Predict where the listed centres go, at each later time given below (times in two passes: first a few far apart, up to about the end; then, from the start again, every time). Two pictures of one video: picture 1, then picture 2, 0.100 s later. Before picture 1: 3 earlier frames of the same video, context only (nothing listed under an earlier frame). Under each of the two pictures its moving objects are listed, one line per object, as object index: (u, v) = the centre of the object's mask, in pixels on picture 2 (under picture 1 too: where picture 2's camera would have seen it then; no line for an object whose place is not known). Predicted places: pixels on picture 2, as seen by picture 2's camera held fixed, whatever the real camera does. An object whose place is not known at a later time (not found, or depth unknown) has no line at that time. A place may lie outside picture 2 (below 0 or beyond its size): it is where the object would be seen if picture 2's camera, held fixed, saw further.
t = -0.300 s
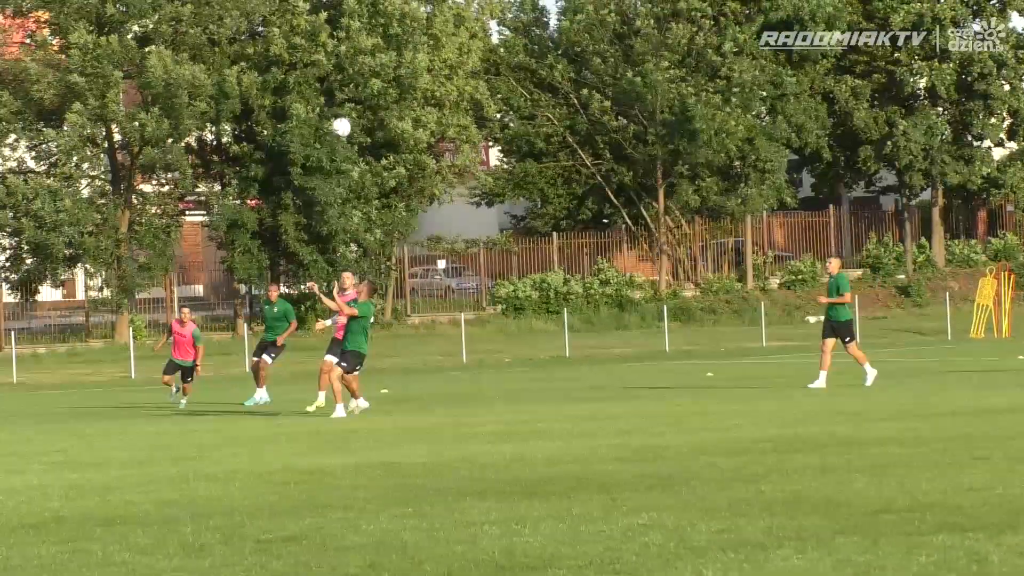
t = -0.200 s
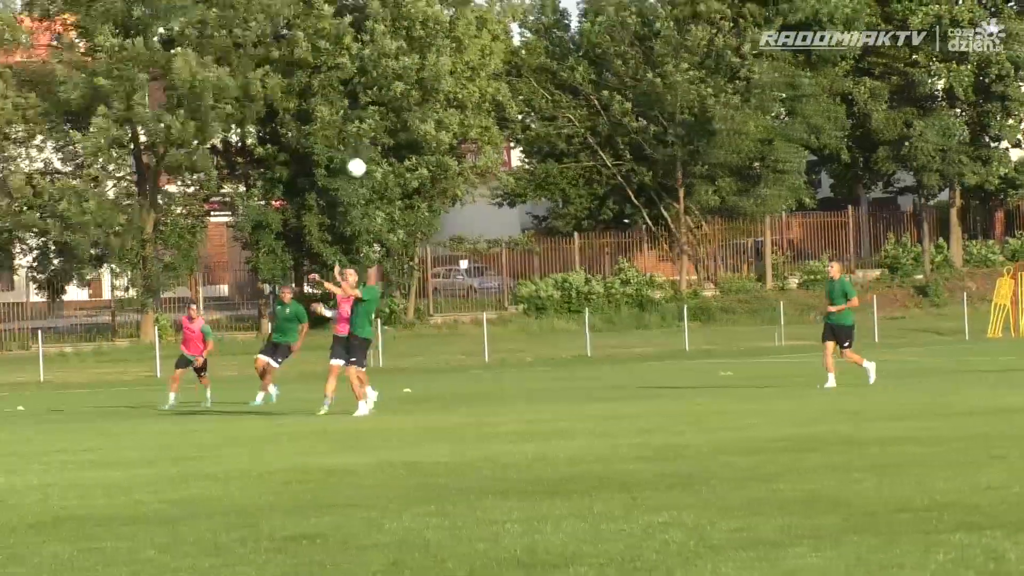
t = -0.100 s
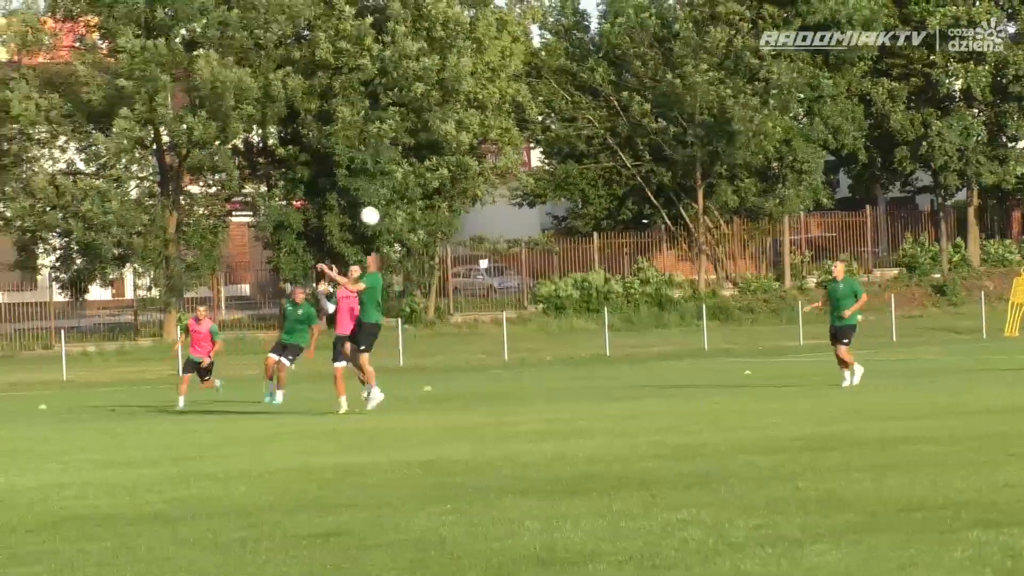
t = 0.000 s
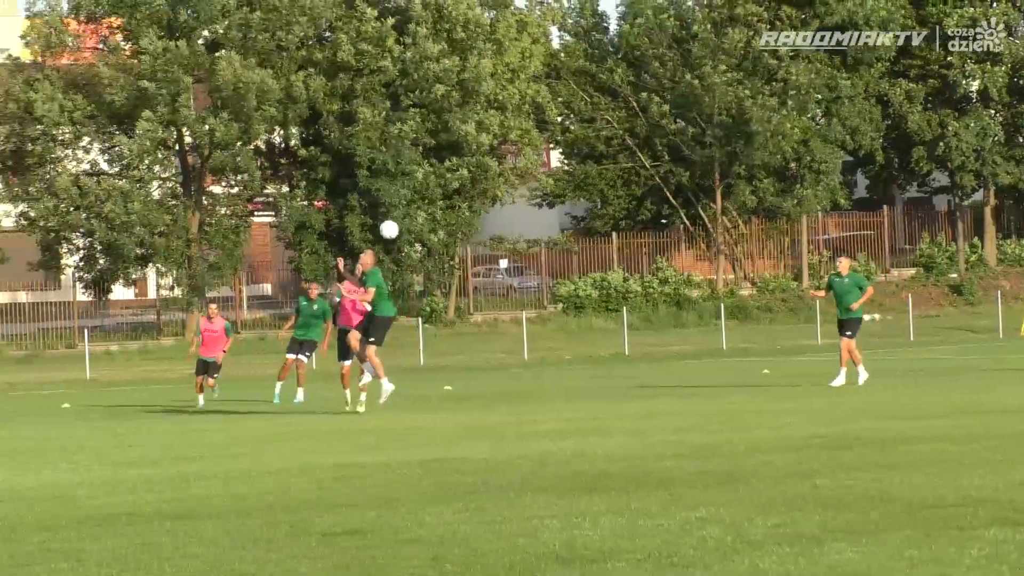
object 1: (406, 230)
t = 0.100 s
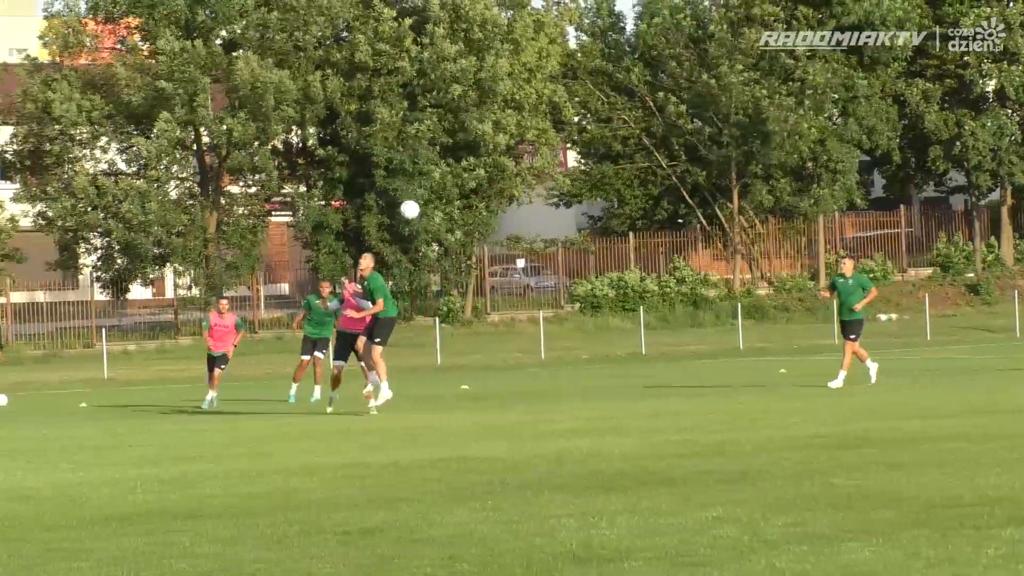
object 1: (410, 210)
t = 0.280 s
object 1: (420, 198)
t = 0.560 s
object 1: (445, 242)
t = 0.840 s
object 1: (478, 365)
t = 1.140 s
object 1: (484, 350)
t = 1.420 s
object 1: (483, 339)
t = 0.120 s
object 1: (411, 207)
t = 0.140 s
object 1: (412, 204)
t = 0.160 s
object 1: (413, 202)
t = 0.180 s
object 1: (414, 200)
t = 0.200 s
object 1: (415, 199)
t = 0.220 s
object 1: (416, 198)
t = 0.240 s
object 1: (417, 198)
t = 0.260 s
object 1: (419, 198)
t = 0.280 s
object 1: (420, 198)
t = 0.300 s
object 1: (422, 198)
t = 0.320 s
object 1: (423, 199)
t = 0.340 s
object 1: (424, 201)
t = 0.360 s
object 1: (426, 202)
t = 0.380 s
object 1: (428, 204)
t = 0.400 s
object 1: (430, 207)
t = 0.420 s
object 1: (432, 210)
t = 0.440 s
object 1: (434, 213)
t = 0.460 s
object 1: (435, 217)
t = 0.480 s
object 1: (437, 221)
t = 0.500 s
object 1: (439, 225)
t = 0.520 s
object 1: (441, 231)
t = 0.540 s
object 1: (443, 236)
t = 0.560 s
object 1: (445, 242)
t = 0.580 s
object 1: (447, 247)
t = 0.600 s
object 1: (450, 254)
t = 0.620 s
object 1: (452, 261)
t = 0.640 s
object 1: (454, 268)
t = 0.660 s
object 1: (457, 276)
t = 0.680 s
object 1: (459, 284)
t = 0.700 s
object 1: (461, 292)
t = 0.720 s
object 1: (464, 302)
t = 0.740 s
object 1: (466, 311)
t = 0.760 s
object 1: (469, 321)
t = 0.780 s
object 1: (471, 331)
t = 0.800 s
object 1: (473, 342)
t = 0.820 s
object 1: (476, 353)
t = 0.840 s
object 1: (478, 365)
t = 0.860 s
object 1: (481, 378)
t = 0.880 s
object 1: (483, 391)
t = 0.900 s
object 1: (486, 405)
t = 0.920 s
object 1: (488, 415)
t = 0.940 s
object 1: (487, 409)
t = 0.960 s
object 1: (487, 401)
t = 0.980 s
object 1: (486, 394)
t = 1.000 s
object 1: (486, 387)
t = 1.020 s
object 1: (486, 381)
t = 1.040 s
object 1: (486, 374)
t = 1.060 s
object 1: (485, 368)
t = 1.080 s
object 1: (485, 363)
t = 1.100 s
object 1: (484, 359)
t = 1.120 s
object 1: (484, 354)
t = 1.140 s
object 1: (484, 350)
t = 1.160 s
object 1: (484, 347)
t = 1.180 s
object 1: (484, 344)
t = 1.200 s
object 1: (483, 341)
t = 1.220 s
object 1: (483, 339)
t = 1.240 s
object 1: (483, 337)
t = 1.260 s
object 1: (483, 336)
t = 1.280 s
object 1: (483, 334)
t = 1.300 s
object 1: (483, 334)
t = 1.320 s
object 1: (483, 334)
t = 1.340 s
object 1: (483, 334)
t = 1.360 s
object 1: (482, 334)
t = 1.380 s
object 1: (483, 336)
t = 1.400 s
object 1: (483, 337)
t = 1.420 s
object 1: (483, 339)
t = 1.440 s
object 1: (483, 342)
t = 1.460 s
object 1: (483, 344)
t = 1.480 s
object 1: (483, 348)
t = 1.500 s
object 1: (483, 352)
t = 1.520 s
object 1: (484, 356)
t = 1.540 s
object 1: (484, 360)
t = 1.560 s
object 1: (483, 365)
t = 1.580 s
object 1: (483, 371)
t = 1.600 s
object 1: (483, 377)
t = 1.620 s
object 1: (483, 384)
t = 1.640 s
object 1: (482, 391)
